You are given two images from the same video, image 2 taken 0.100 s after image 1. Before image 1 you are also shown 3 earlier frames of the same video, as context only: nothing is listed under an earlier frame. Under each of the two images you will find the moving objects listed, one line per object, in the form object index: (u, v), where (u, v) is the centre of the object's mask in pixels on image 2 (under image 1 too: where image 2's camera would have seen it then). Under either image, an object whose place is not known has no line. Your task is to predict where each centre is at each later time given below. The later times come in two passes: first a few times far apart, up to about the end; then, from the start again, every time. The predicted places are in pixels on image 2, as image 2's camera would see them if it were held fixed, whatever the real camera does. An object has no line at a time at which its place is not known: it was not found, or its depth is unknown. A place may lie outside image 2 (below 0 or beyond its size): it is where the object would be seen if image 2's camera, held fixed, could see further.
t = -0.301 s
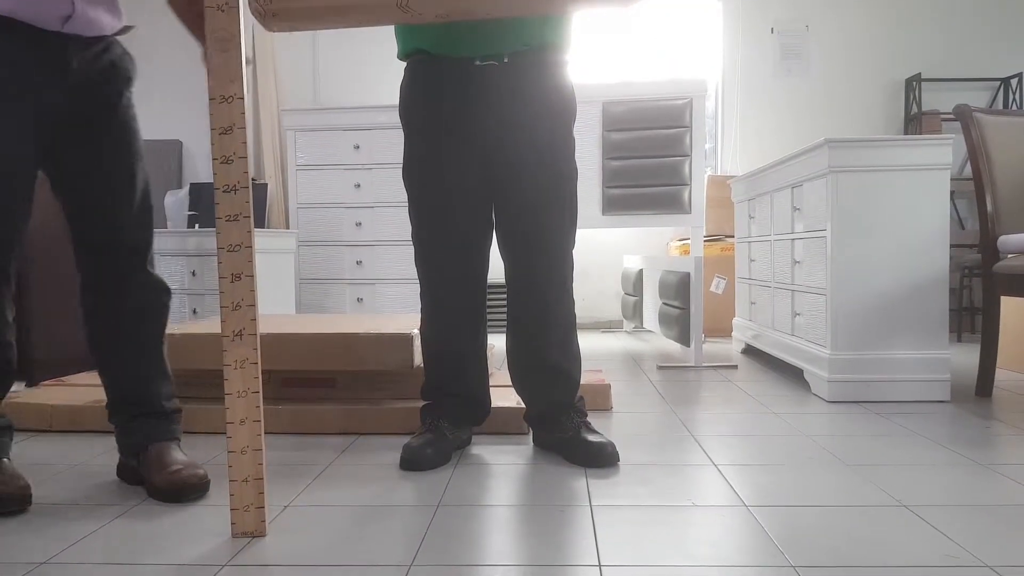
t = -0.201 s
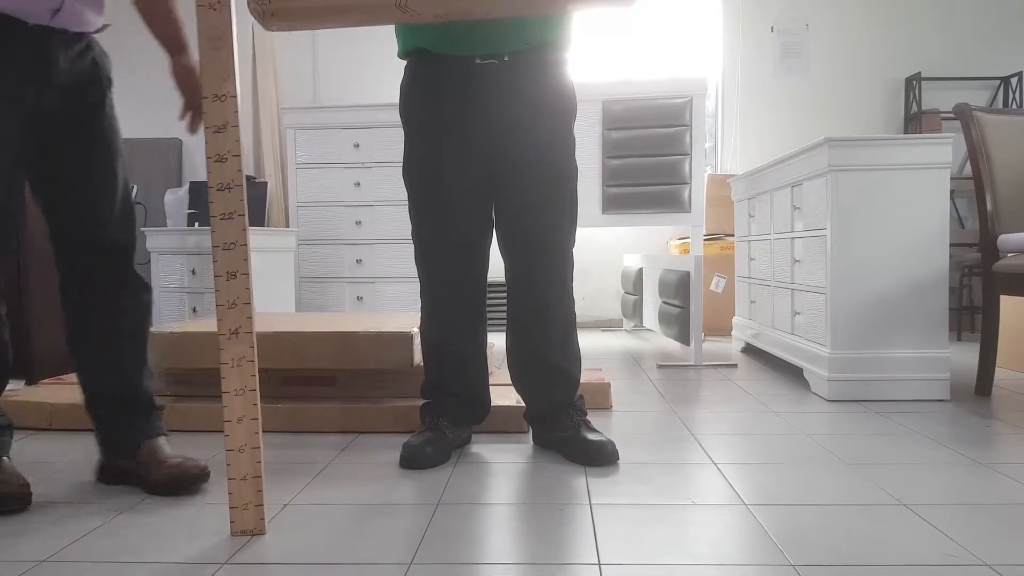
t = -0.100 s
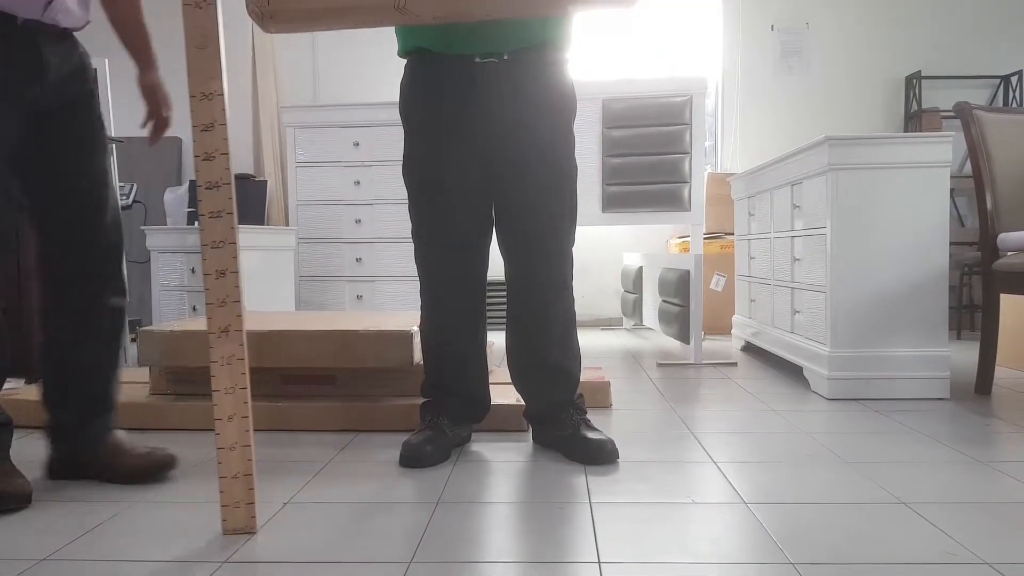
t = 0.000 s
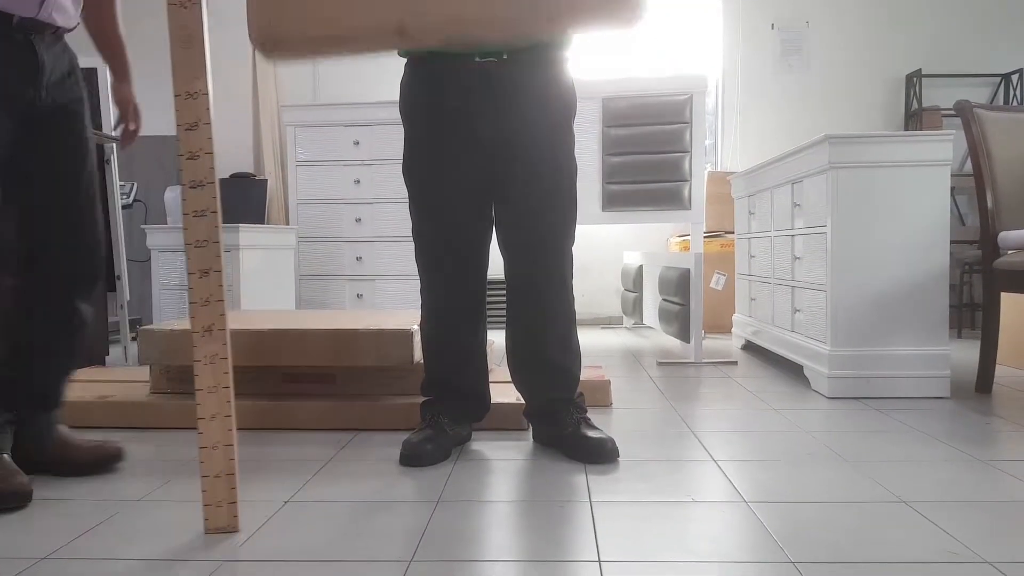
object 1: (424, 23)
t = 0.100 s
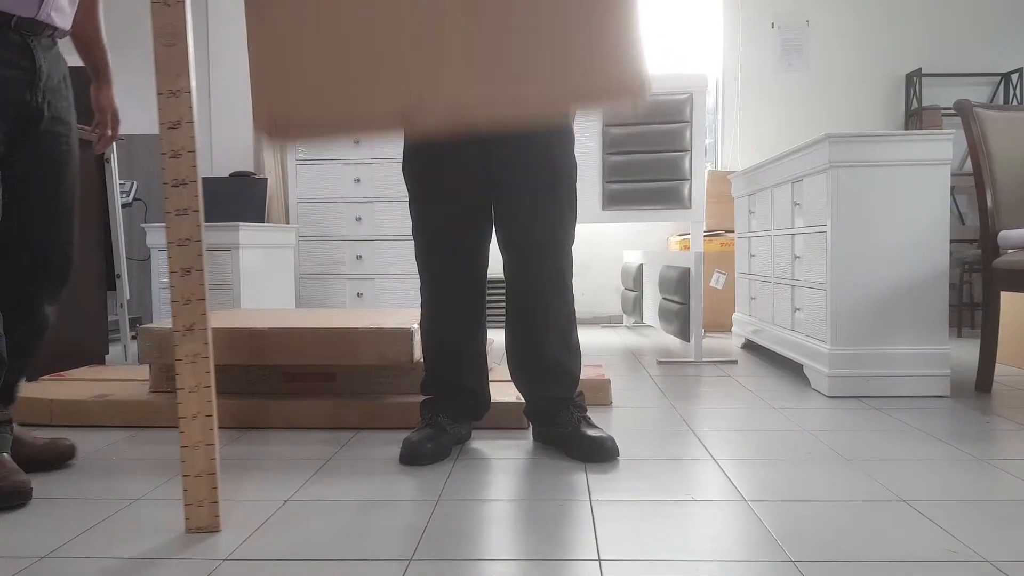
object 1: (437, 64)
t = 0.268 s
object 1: (441, 279)
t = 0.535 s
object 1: (562, 346)
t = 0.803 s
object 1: (683, 471)
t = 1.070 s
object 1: (709, 486)
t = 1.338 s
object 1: (709, 486)
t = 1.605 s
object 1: (709, 486)
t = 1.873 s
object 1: (709, 486)
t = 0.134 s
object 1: (438, 85)
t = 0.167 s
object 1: (439, 109)
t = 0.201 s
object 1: (442, 141)
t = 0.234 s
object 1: (440, 210)
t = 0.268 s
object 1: (441, 279)
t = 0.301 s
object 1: (445, 361)
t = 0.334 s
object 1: (453, 411)
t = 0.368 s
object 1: (472, 389)
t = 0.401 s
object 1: (490, 368)
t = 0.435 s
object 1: (508, 354)
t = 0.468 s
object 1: (526, 345)
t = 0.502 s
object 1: (544, 342)
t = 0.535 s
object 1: (562, 346)
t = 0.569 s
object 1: (580, 356)
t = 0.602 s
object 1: (597, 367)
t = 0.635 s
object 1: (611, 376)
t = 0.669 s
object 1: (627, 390)
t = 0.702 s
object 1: (642, 408)
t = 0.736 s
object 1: (658, 431)
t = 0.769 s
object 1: (672, 451)
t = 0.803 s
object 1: (683, 471)
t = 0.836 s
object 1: (697, 488)
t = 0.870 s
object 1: (701, 486)
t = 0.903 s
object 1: (705, 486)
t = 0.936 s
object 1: (707, 486)
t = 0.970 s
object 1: (709, 486)
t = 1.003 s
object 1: (709, 486)
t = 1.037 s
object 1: (709, 486)
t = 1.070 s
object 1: (709, 486)
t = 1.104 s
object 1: (709, 486)
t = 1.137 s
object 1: (709, 486)
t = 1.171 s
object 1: (709, 486)
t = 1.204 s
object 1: (709, 486)
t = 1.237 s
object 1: (709, 486)
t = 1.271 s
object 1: (709, 486)
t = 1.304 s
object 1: (709, 486)
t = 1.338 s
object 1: (709, 486)
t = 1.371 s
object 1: (709, 486)
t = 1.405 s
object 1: (709, 486)
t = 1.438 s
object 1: (709, 486)
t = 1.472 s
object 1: (709, 486)
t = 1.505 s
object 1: (709, 486)
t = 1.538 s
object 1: (709, 486)
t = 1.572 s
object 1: (709, 486)
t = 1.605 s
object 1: (709, 486)
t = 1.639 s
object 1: (709, 486)
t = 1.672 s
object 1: (709, 486)
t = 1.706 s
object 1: (709, 486)
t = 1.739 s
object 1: (709, 486)
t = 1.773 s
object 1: (709, 486)
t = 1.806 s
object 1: (709, 486)
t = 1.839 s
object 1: (709, 486)
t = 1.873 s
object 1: (709, 486)
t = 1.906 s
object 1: (709, 486)
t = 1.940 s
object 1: (709, 486)
